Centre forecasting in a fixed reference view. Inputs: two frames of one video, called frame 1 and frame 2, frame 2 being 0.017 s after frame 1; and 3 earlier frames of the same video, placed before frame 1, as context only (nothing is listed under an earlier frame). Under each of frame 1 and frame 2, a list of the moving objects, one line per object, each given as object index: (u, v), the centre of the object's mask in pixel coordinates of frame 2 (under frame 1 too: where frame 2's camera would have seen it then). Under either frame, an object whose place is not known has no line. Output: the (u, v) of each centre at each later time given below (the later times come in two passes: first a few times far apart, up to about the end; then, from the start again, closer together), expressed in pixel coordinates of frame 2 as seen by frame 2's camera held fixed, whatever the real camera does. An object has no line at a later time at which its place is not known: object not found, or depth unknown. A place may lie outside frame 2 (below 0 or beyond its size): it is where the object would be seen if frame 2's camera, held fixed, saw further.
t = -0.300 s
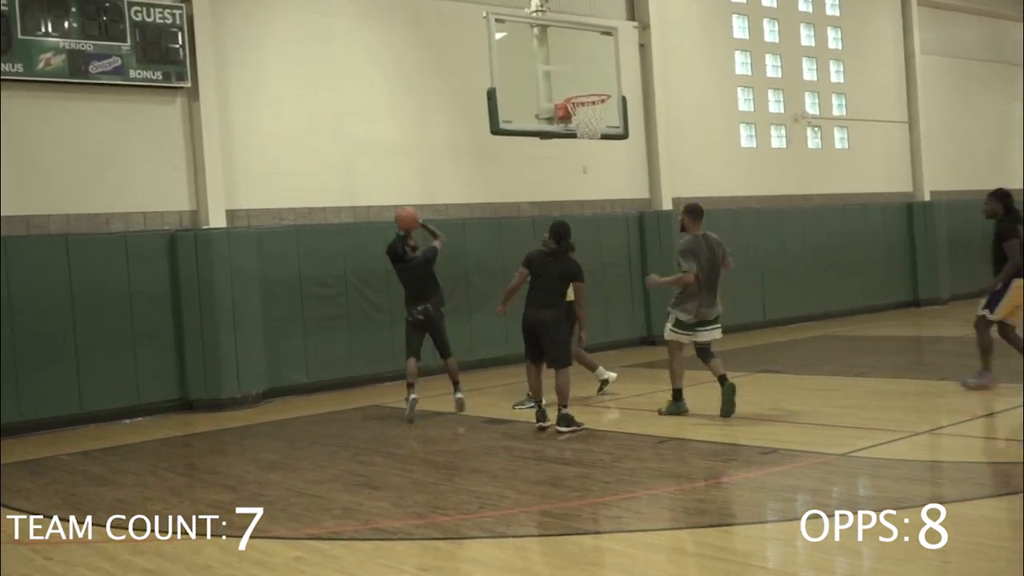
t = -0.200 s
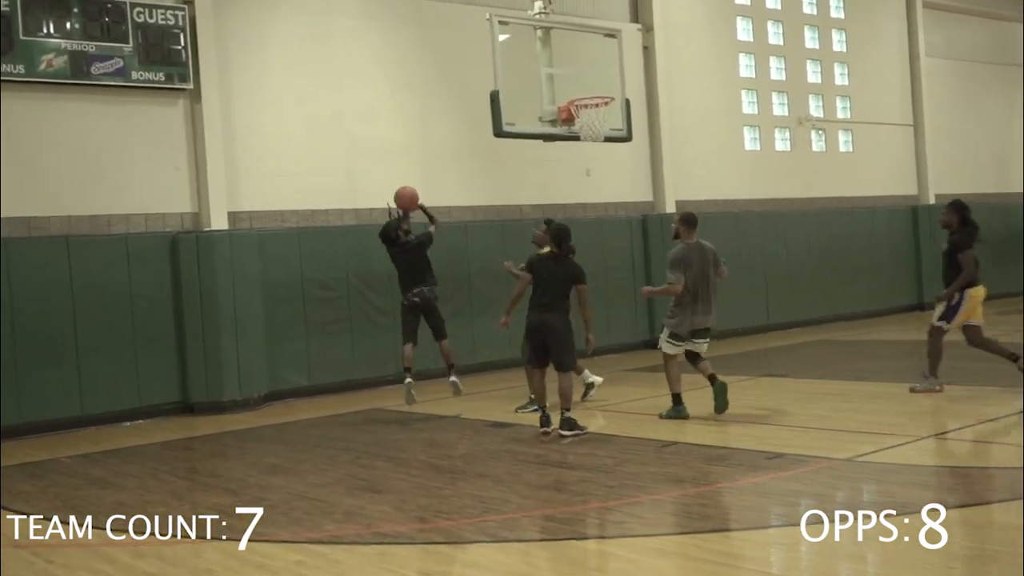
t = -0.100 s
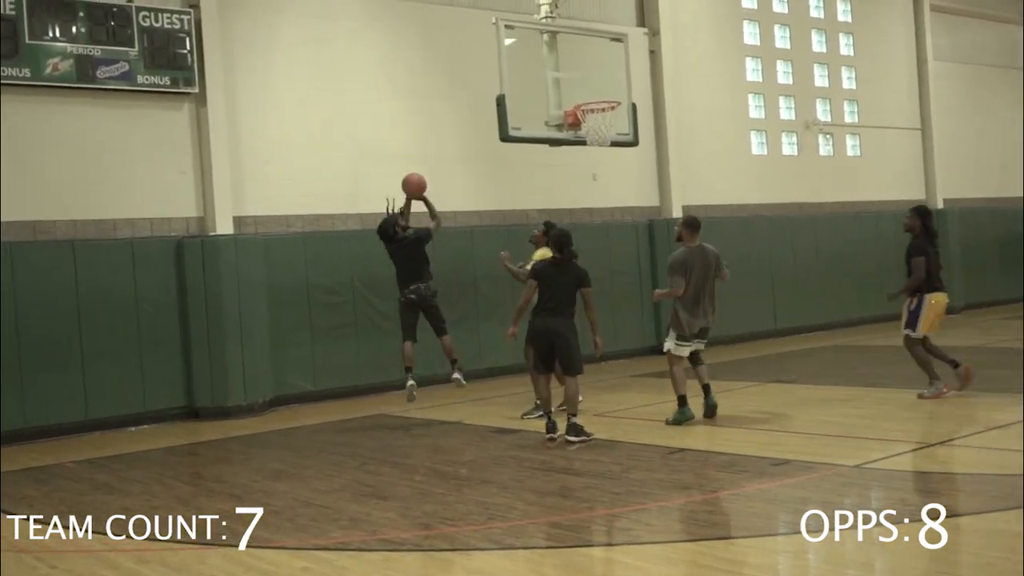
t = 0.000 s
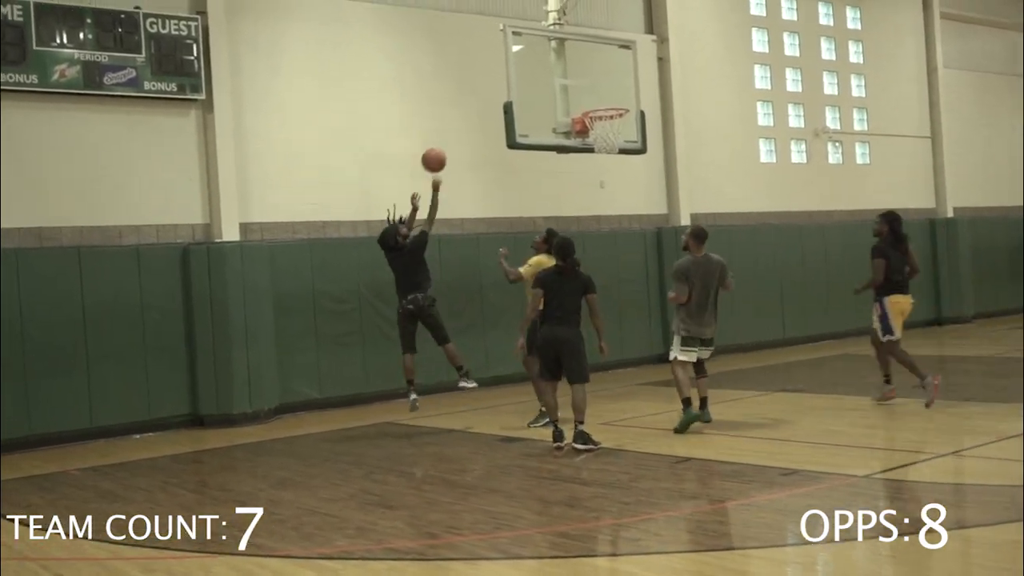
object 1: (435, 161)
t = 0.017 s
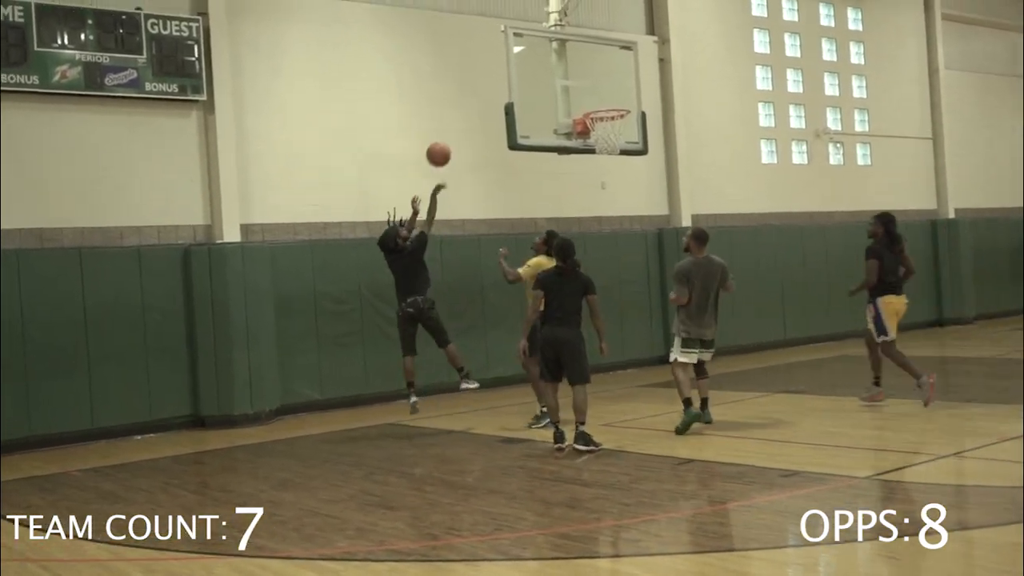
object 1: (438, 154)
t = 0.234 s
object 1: (489, 90)
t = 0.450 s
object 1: (539, 73)
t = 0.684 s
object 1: (590, 98)
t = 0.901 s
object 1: (622, 92)
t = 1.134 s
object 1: (625, 84)
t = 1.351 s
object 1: (626, 88)
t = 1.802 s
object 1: (614, 117)
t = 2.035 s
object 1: (601, 168)
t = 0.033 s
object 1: (442, 148)
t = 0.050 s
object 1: (446, 141)
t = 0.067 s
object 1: (450, 135)
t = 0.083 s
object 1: (454, 129)
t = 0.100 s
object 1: (458, 123)
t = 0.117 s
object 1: (461, 118)
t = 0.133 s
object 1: (465, 113)
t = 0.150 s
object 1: (469, 109)
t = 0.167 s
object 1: (473, 104)
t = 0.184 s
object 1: (477, 100)
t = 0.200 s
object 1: (481, 97)
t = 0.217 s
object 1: (485, 93)
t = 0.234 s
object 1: (489, 90)
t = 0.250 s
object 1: (492, 87)
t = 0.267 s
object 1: (496, 84)
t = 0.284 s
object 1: (500, 82)
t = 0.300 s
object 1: (504, 80)
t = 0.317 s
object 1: (508, 78)
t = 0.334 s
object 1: (512, 77)
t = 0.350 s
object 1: (516, 75)
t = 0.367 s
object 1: (519, 74)
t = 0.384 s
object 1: (523, 74)
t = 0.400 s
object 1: (527, 73)
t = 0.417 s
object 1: (531, 73)
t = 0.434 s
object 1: (535, 73)
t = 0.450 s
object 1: (539, 73)
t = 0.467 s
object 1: (542, 74)
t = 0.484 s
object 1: (546, 75)
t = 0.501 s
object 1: (550, 76)
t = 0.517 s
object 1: (554, 77)
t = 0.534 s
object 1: (557, 79)
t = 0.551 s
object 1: (561, 81)
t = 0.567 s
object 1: (565, 83)
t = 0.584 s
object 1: (569, 85)
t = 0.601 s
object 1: (573, 88)
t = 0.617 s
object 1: (577, 90)
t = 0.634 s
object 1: (581, 94)
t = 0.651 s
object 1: (585, 97)
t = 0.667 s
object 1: (588, 99)
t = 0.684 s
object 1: (590, 98)
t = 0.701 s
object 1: (594, 97)
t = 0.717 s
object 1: (597, 96)
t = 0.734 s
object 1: (600, 95)
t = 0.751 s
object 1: (603, 95)
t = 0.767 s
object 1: (605, 95)
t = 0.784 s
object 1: (608, 95)
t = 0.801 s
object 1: (611, 96)
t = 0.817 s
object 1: (614, 96)
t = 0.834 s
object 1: (617, 98)
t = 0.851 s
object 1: (620, 97)
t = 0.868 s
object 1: (621, 96)
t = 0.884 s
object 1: (621, 94)
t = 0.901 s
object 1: (622, 92)
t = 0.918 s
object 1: (622, 90)
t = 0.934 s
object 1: (622, 88)
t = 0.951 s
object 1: (622, 87)
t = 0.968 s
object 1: (622, 85)
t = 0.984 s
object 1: (622, 84)
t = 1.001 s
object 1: (623, 83)
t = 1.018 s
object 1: (623, 82)
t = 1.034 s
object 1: (623, 82)
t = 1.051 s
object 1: (623, 81)
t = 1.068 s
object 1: (624, 81)
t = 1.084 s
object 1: (624, 82)
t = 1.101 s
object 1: (624, 82)
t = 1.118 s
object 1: (625, 83)
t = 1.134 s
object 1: (625, 84)
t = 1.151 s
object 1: (625, 85)
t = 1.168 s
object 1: (625, 87)
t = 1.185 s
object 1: (626, 89)
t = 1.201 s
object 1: (626, 91)
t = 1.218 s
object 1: (627, 93)
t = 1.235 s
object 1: (628, 95)
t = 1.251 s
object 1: (627, 93)
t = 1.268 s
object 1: (627, 92)
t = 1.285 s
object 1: (627, 91)
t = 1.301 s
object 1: (627, 89)
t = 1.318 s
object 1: (626, 89)
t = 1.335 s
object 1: (626, 88)
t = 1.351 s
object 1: (626, 88)
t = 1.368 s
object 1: (626, 88)
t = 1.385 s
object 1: (626, 88)
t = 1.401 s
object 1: (626, 89)
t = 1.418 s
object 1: (626, 89)
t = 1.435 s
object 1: (626, 90)
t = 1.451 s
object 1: (626, 91)
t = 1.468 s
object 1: (626, 92)
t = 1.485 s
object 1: (626, 94)
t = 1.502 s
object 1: (625, 93)
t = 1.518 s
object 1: (624, 92)
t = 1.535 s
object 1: (623, 92)
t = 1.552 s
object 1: (623, 92)
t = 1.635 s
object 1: (619, 93)
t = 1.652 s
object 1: (619, 94)
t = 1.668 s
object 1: (618, 96)
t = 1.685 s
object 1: (618, 96)
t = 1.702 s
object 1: (617, 96)
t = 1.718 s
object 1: (617, 103)
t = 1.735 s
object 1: (616, 106)
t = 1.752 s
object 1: (615, 109)
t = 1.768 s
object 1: (615, 112)
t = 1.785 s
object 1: (614, 115)
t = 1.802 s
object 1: (614, 117)
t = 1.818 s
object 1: (613, 122)
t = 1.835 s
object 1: (612, 127)
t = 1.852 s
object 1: (611, 129)
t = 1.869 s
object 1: (609, 135)
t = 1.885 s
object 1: (608, 137)
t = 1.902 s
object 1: (607, 140)
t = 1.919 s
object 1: (606, 142)
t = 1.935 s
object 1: (606, 152)
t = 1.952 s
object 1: (606, 154)
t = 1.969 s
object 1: (605, 156)
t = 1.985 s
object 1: (604, 158)
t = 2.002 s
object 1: (603, 160)
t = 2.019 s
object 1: (602, 164)
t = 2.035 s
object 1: (601, 168)
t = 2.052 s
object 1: (601, 172)
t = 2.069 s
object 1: (600, 177)
